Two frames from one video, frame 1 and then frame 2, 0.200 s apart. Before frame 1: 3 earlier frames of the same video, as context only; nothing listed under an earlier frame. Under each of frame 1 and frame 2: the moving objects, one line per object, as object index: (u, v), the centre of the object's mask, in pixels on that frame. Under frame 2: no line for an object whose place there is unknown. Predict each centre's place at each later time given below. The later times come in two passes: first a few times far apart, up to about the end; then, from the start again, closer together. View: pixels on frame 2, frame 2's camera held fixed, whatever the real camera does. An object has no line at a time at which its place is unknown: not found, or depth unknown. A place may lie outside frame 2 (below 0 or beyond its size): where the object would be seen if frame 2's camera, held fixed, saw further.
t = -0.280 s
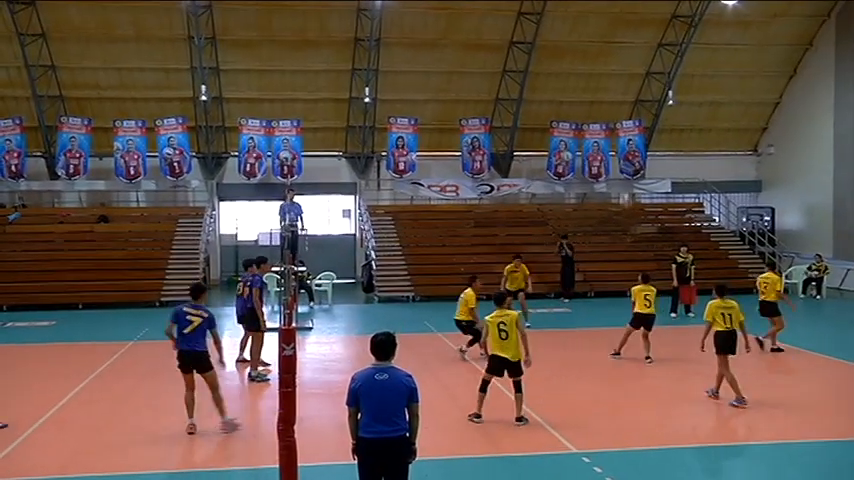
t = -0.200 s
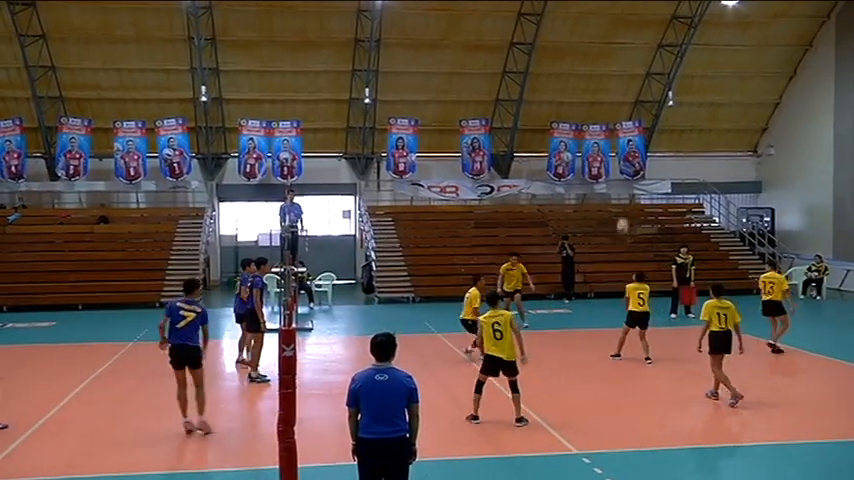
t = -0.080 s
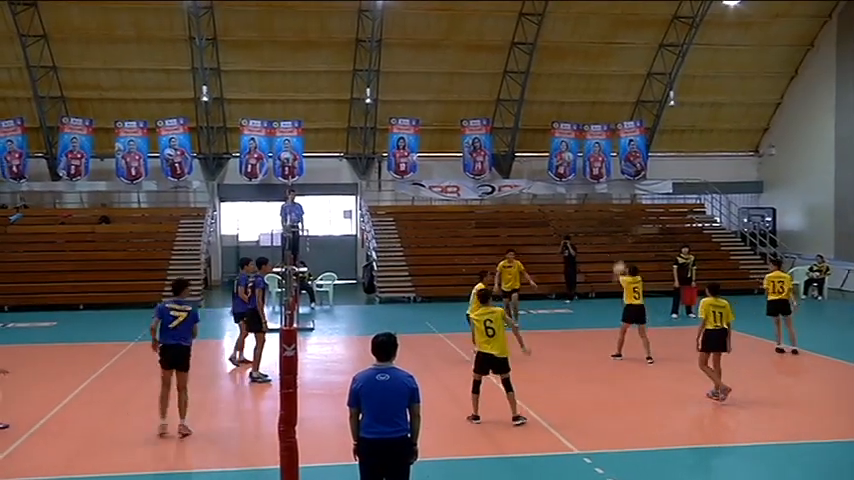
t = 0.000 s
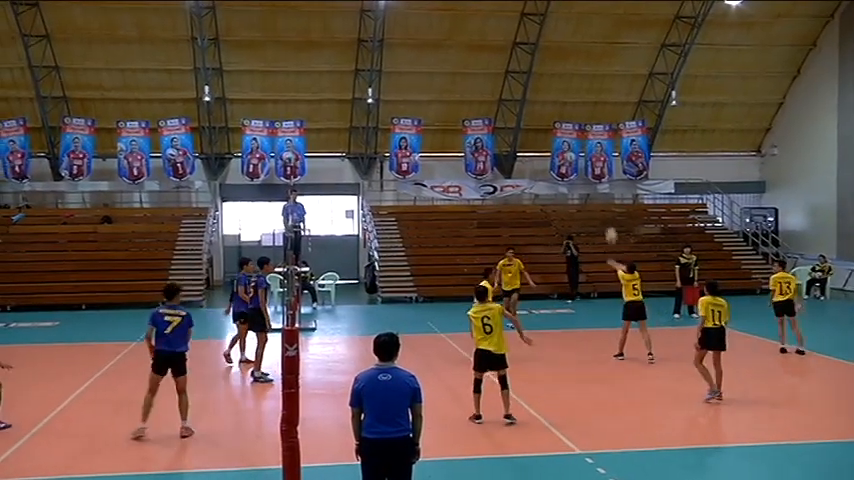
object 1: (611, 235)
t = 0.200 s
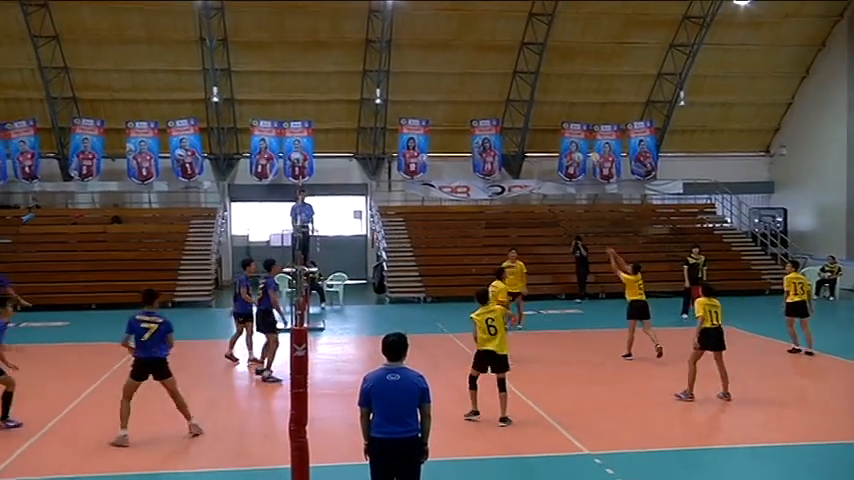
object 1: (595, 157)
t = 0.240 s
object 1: (590, 146)
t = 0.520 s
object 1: (559, 88)
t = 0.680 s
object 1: (542, 76)
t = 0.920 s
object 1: (518, 82)
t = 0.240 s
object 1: (590, 146)
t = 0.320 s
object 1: (581, 122)
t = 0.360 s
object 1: (576, 116)
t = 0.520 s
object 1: (559, 88)
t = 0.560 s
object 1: (555, 84)
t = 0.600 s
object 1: (551, 80)
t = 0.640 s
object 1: (547, 78)
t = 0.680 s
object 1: (542, 76)
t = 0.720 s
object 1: (538, 75)
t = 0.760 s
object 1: (534, 75)
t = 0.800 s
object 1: (530, 76)
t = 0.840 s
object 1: (526, 78)
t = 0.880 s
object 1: (522, 79)
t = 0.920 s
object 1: (518, 82)
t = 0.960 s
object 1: (515, 87)
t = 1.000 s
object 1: (511, 91)
